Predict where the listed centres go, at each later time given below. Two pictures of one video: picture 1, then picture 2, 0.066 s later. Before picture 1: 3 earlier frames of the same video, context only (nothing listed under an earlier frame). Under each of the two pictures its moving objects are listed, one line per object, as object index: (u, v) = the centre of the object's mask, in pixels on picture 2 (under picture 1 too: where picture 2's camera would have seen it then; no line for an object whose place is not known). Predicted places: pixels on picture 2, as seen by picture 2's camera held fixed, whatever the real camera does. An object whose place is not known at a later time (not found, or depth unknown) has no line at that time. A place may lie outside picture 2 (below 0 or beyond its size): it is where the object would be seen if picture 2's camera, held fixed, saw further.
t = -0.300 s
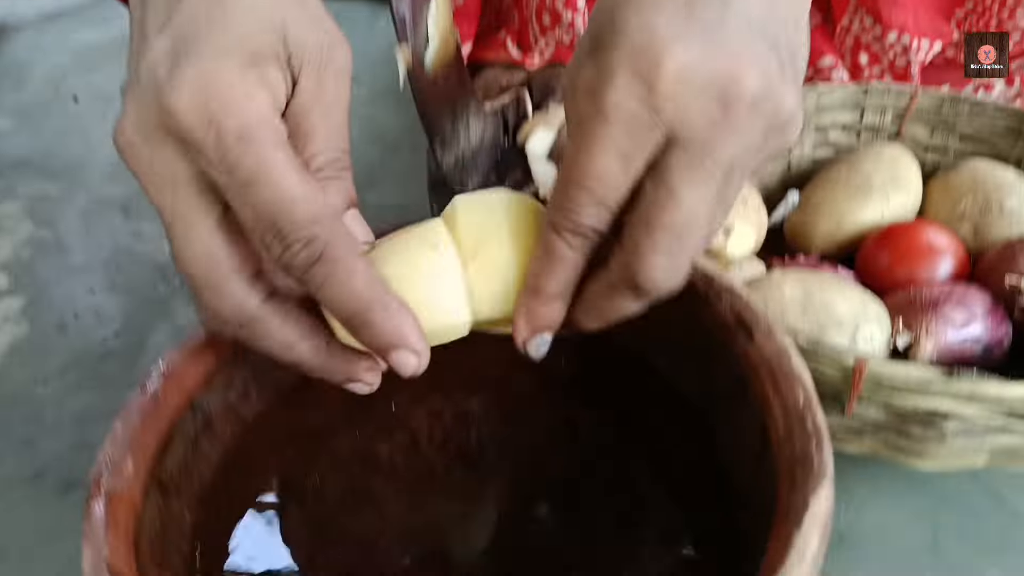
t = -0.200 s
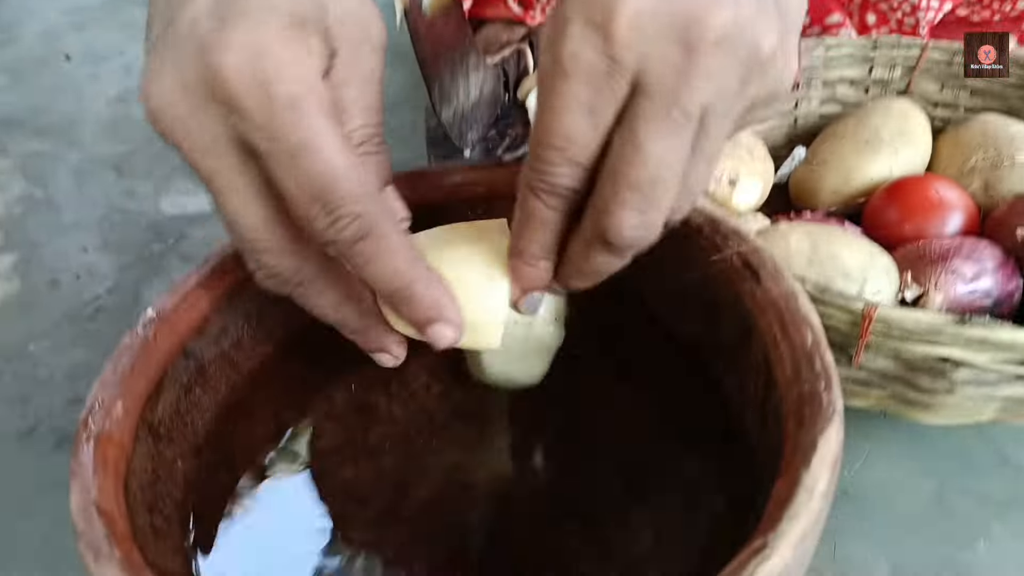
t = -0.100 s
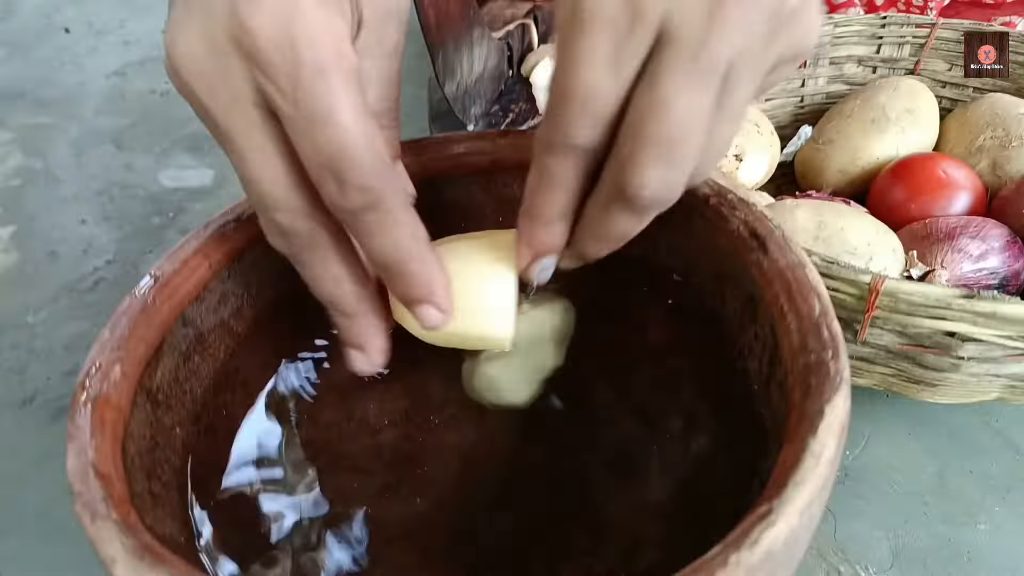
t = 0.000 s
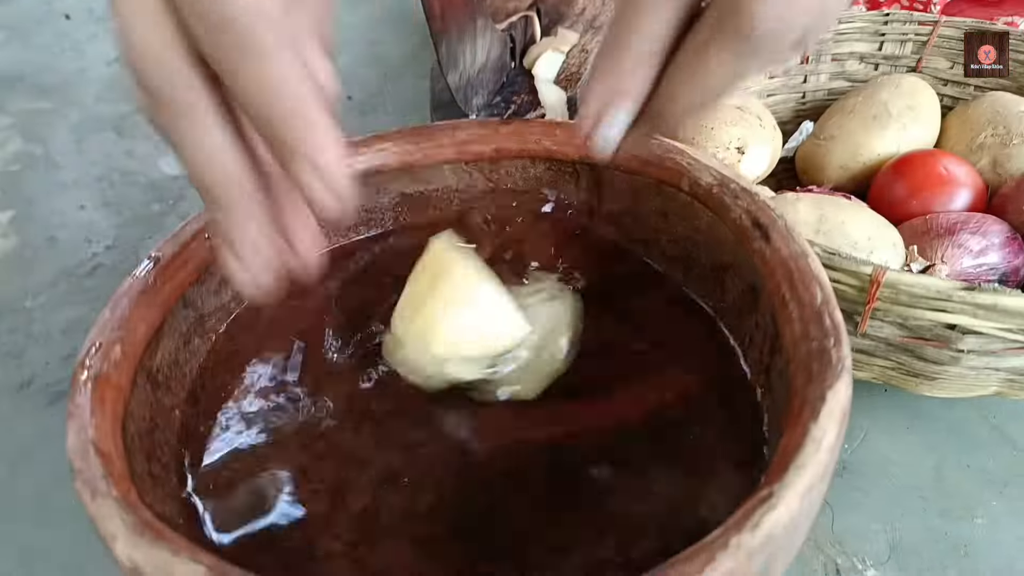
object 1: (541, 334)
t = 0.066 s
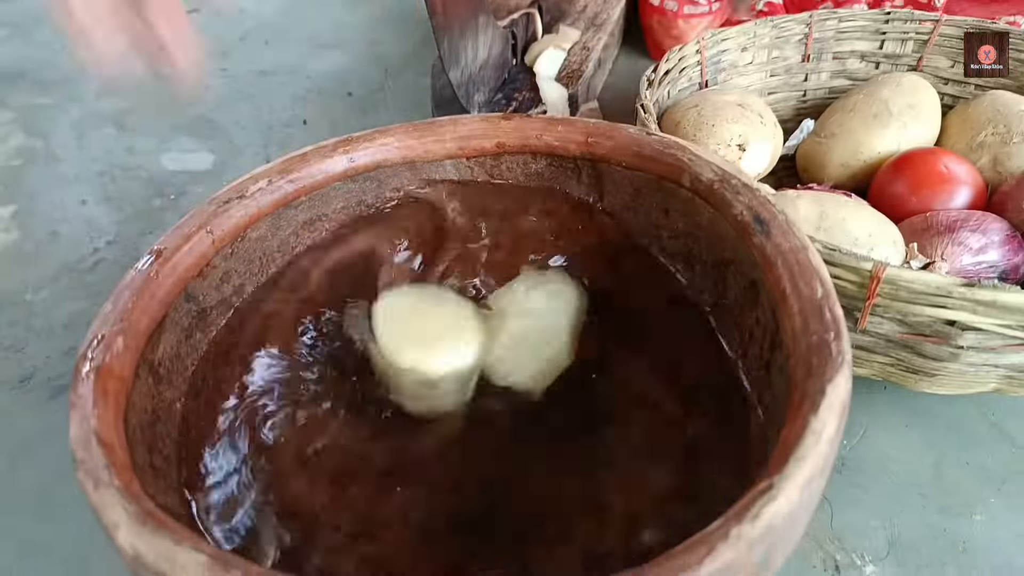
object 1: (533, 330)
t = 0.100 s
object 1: (530, 330)
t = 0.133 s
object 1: (528, 334)
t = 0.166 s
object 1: (529, 336)
